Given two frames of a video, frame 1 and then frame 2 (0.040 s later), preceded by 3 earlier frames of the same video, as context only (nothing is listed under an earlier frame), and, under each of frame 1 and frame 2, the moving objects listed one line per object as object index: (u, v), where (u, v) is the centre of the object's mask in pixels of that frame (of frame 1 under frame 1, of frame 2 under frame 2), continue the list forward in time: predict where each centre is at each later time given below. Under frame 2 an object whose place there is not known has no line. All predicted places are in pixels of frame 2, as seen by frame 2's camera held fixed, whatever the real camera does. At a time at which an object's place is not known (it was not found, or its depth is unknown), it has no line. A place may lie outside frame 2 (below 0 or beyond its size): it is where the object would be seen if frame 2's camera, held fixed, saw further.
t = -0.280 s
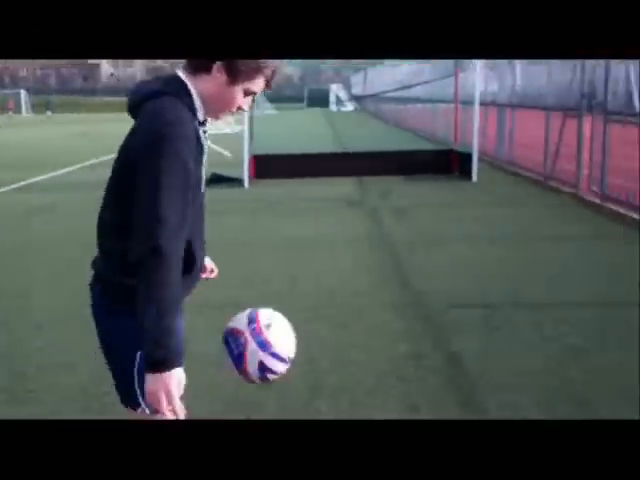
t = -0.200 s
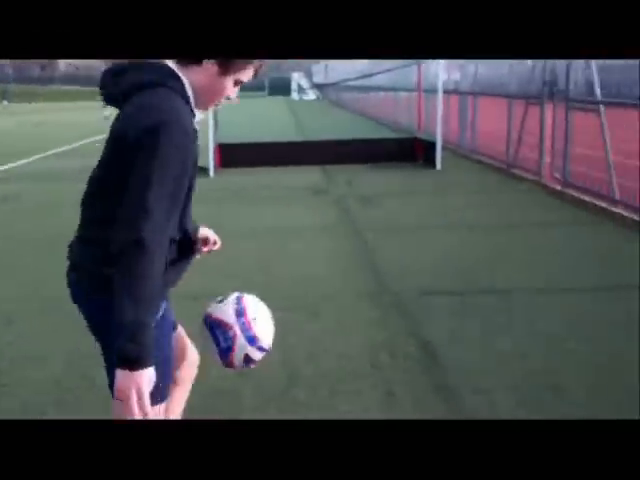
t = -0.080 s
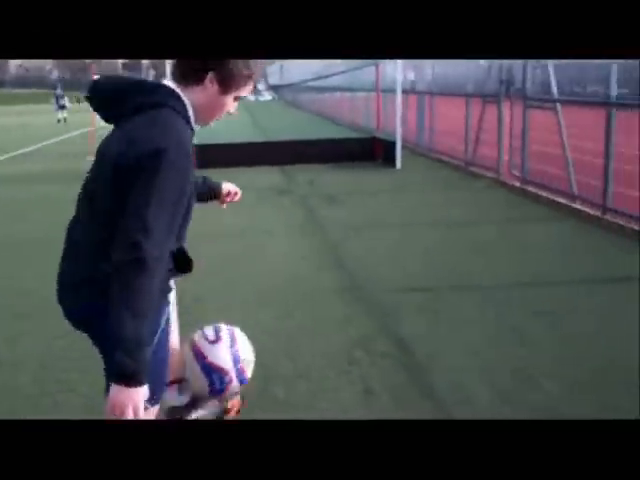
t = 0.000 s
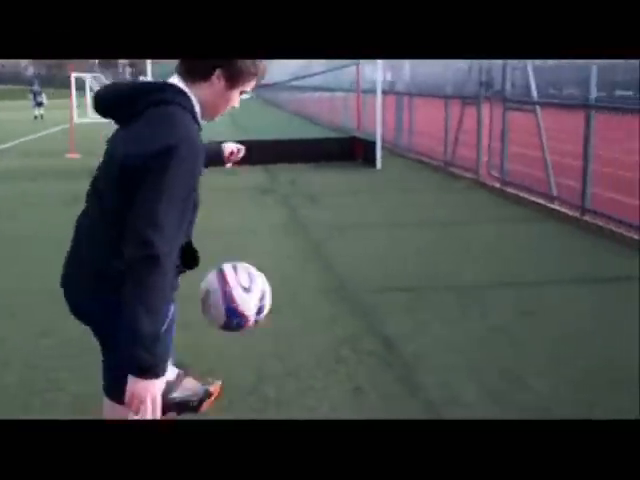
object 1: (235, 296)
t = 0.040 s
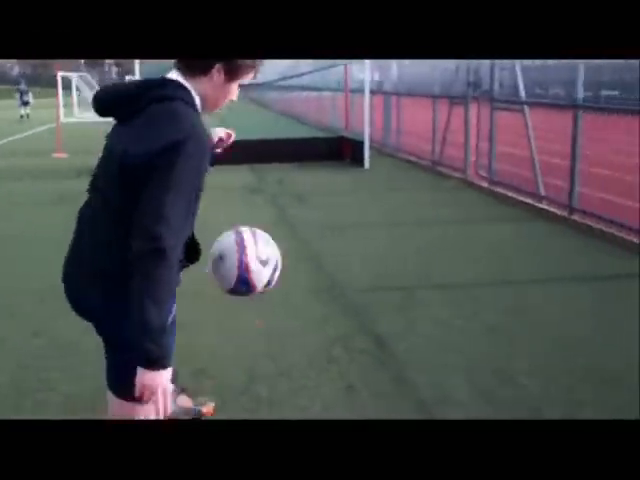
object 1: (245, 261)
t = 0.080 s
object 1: (261, 231)
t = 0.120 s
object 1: (278, 203)
